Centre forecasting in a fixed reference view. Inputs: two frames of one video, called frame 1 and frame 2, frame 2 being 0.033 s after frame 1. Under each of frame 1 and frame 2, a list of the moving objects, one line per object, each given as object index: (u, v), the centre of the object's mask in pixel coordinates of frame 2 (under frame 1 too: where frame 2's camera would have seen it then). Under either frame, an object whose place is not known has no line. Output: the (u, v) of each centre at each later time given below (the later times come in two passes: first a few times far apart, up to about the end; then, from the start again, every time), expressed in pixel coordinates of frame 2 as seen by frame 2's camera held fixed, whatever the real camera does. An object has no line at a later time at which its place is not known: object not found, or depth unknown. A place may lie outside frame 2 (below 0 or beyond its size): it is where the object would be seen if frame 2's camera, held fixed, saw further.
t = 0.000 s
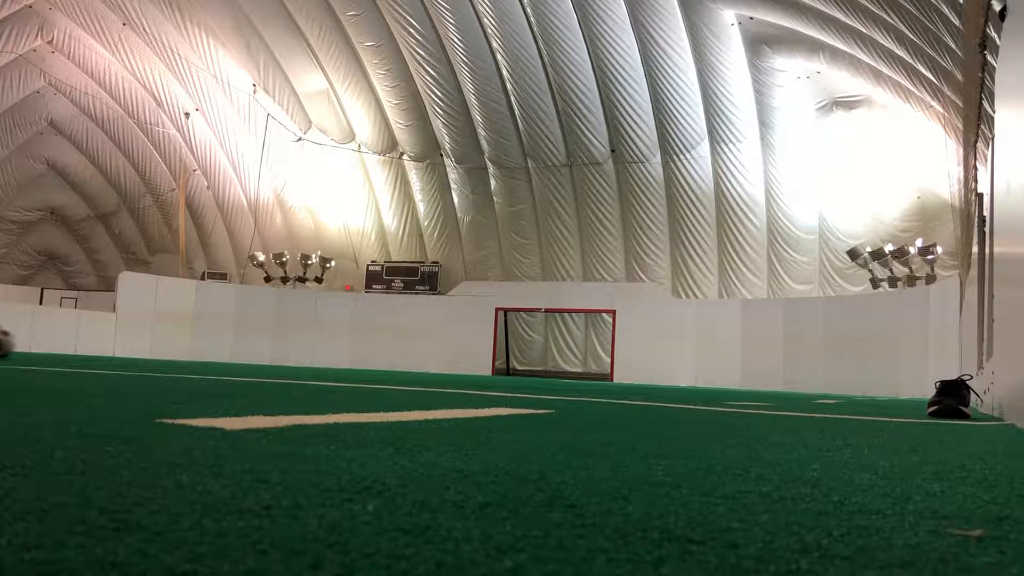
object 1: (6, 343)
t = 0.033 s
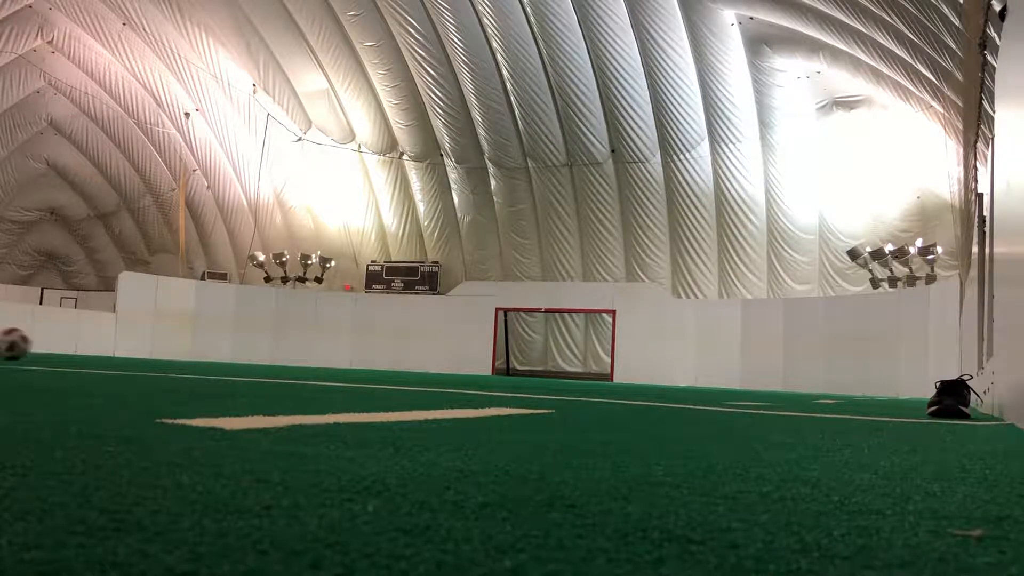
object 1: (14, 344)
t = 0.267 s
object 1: (107, 349)
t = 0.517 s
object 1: (195, 354)
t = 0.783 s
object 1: (279, 358)
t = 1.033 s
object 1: (351, 361)
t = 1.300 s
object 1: (421, 364)
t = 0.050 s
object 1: (20, 344)
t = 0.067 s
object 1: (27, 345)
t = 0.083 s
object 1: (34, 345)
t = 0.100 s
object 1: (42, 345)
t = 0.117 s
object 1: (49, 346)
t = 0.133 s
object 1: (56, 346)
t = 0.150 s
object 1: (62, 346)
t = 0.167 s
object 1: (69, 346)
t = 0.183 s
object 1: (76, 347)
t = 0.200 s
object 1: (83, 348)
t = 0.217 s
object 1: (89, 348)
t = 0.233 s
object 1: (94, 349)
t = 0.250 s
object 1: (101, 349)
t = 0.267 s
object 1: (107, 349)
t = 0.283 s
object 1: (113, 350)
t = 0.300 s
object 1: (120, 350)
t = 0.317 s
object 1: (126, 350)
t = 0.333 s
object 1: (131, 351)
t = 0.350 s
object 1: (137, 351)
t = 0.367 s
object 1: (143, 352)
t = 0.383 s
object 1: (148, 352)
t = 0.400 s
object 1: (154, 352)
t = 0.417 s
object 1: (160, 353)
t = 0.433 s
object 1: (166, 353)
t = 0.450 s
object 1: (172, 352)
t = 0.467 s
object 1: (178, 353)
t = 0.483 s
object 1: (184, 353)
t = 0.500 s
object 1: (189, 353)
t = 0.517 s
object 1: (195, 354)
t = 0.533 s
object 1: (200, 354)
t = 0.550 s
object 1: (206, 354)
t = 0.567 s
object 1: (212, 354)
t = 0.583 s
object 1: (217, 355)
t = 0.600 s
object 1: (222, 356)
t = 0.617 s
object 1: (228, 355)
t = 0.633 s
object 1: (233, 355)
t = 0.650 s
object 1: (239, 356)
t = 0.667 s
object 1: (244, 356)
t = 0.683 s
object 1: (249, 357)
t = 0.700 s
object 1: (254, 357)
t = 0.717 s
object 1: (259, 357)
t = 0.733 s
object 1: (264, 357)
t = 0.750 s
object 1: (269, 358)
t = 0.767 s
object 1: (274, 358)
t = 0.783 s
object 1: (279, 358)
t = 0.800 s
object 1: (285, 359)
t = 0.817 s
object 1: (290, 359)
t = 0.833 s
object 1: (295, 359)
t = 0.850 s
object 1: (300, 359)
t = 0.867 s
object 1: (304, 359)
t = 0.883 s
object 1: (310, 359)
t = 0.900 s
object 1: (314, 360)
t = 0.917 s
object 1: (319, 360)
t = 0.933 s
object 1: (323, 360)
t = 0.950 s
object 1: (329, 361)
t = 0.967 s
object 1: (333, 361)
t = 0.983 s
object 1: (338, 361)
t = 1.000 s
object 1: (342, 361)
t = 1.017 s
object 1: (347, 361)
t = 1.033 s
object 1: (351, 361)
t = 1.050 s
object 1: (356, 362)
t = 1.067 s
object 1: (361, 362)
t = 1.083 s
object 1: (365, 362)
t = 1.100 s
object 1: (370, 362)
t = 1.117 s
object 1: (374, 362)
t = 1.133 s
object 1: (379, 363)
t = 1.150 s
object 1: (384, 363)
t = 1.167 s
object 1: (388, 363)
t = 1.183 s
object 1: (392, 363)
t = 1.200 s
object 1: (396, 363)
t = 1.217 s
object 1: (401, 364)
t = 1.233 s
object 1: (405, 364)
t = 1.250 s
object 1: (409, 364)
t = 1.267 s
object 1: (413, 364)
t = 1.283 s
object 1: (417, 364)
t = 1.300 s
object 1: (421, 364)
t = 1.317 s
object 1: (425, 364)
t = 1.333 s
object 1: (429, 365)
